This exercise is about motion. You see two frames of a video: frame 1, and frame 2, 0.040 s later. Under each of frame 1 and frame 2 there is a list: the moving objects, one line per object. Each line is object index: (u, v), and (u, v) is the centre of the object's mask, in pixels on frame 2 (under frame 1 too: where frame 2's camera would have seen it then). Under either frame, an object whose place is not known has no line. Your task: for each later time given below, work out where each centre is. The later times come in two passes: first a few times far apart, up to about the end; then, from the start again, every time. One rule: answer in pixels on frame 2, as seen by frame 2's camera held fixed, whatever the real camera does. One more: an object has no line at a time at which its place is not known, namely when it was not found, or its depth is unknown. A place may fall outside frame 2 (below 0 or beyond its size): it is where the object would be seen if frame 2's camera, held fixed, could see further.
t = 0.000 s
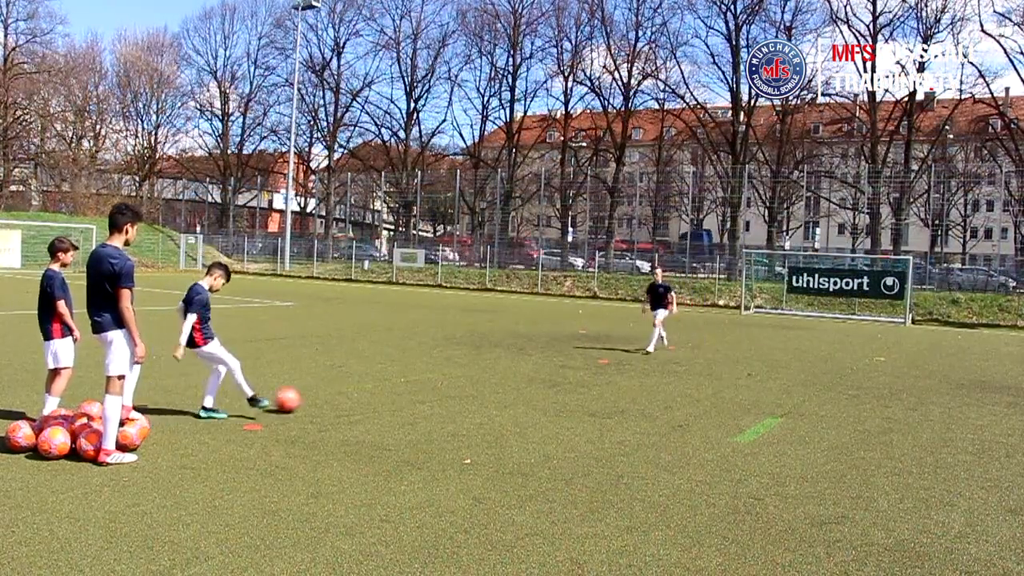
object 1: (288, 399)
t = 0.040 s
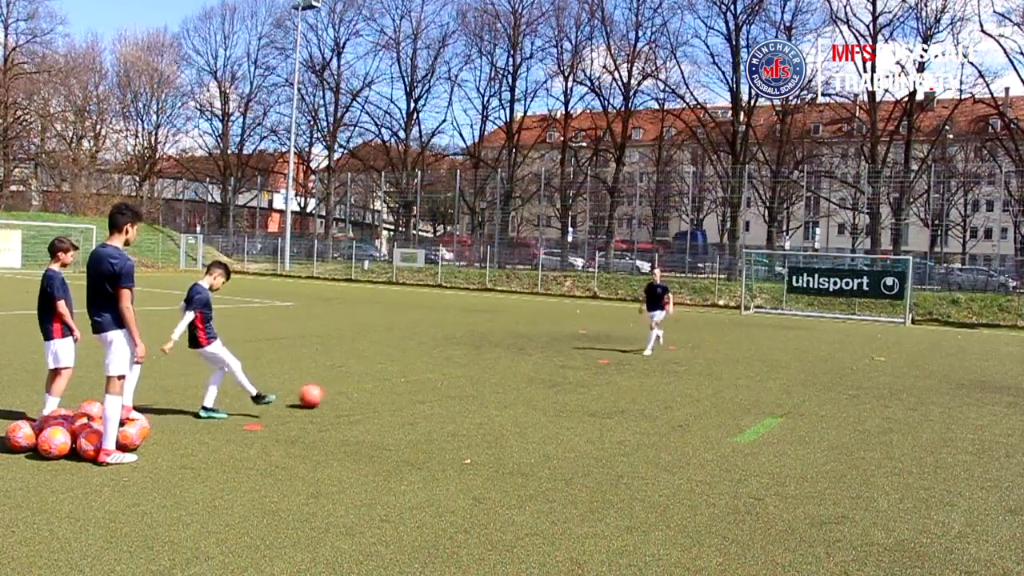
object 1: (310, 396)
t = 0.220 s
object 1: (392, 380)
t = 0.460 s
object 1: (463, 368)
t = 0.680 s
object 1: (506, 360)
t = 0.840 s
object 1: (532, 355)
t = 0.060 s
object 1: (321, 393)
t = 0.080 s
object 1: (331, 390)
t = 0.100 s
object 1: (342, 389)
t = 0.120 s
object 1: (351, 388)
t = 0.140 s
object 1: (360, 386)
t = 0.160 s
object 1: (369, 384)
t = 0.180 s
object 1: (376, 383)
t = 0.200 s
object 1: (384, 382)
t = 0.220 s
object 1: (392, 380)
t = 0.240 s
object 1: (400, 380)
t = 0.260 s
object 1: (406, 378)
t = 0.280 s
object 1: (413, 377)
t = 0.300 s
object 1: (420, 376)
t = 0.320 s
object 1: (426, 375)
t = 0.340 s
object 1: (431, 374)
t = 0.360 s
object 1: (437, 372)
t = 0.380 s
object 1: (443, 371)
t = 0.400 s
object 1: (448, 371)
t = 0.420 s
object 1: (453, 370)
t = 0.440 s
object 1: (458, 369)
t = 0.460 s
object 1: (463, 368)
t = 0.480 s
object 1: (467, 367)
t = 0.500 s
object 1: (471, 367)
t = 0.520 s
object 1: (476, 366)
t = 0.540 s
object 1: (480, 365)
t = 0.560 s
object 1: (484, 364)
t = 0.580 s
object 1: (488, 364)
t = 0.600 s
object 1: (491, 363)
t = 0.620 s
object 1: (495, 363)
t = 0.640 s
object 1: (499, 362)
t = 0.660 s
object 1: (503, 361)
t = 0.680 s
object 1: (506, 360)
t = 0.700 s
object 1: (509, 360)
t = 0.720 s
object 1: (513, 360)
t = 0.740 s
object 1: (516, 359)
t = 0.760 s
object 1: (520, 358)
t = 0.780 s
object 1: (523, 358)
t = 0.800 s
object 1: (526, 357)
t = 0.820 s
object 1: (529, 356)
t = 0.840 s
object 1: (532, 355)
